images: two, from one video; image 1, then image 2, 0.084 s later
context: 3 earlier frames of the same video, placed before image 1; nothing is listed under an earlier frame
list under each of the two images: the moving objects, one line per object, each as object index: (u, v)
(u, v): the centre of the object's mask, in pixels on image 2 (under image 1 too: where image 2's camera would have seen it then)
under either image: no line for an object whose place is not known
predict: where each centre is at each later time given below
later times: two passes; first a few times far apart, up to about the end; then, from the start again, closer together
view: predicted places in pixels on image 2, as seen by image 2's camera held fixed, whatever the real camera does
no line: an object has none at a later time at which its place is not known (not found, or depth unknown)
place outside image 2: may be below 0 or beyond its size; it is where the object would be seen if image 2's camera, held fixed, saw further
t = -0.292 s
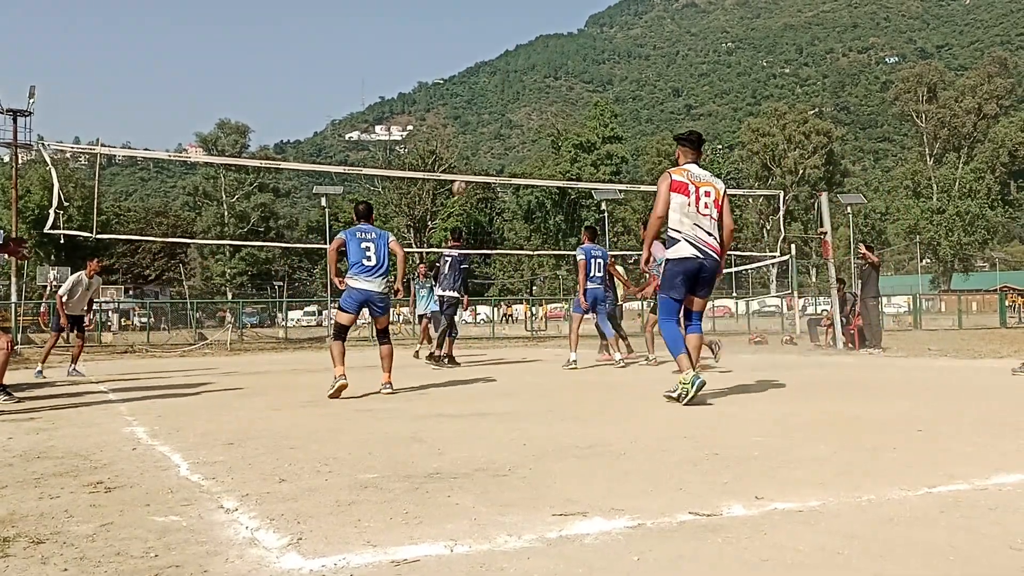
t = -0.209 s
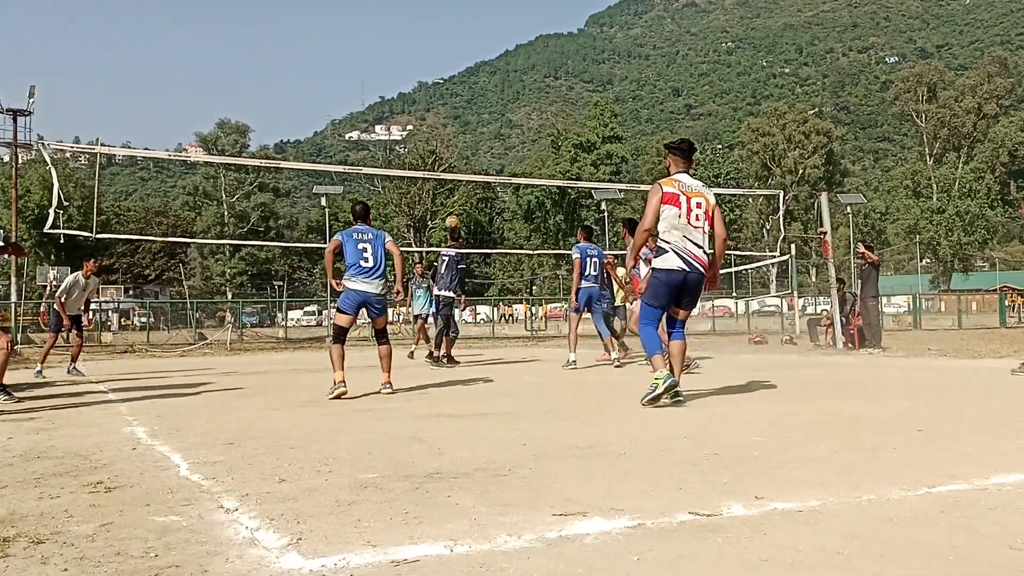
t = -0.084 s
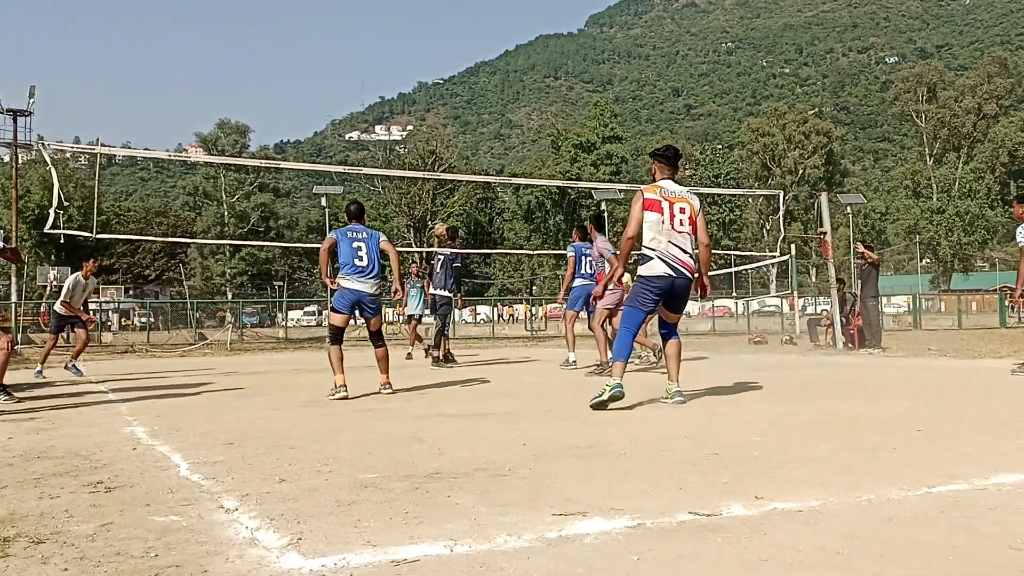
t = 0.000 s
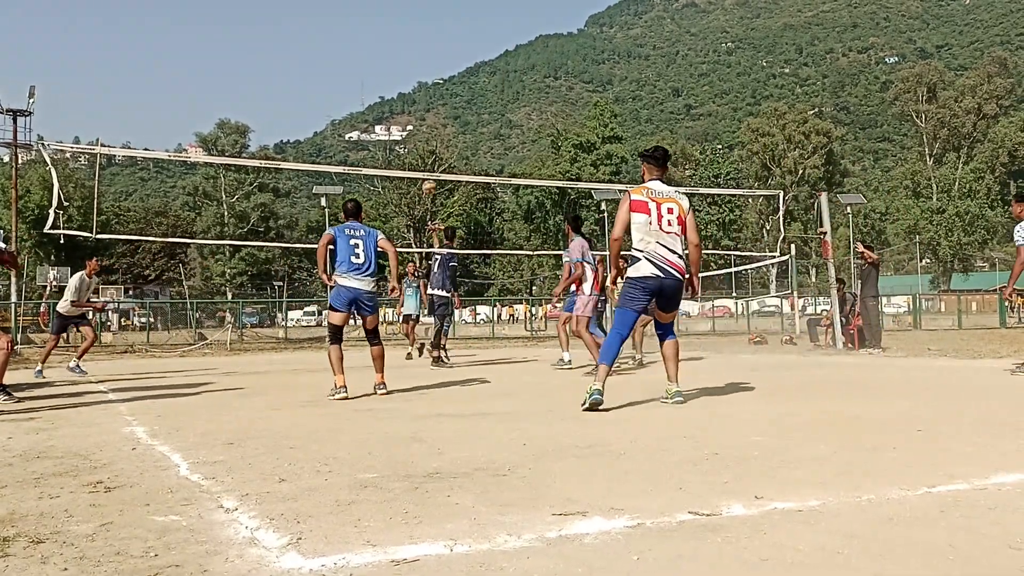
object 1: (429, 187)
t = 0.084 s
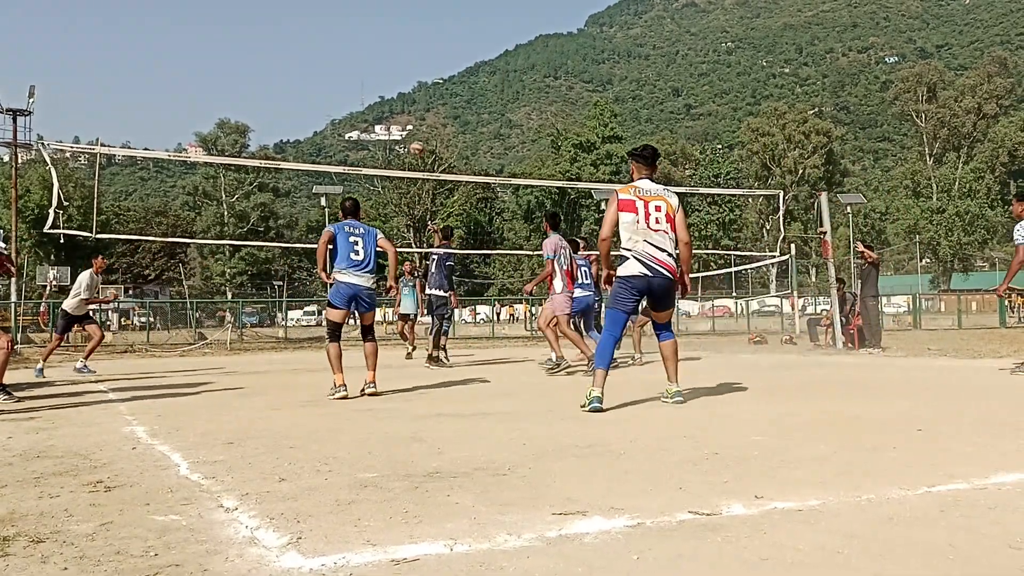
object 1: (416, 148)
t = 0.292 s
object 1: (388, 70)
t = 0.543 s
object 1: (353, 13)
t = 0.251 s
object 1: (394, 83)
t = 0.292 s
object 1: (388, 70)
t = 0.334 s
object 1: (382, 58)
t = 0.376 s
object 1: (376, 46)
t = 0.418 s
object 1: (370, 36)
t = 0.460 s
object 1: (365, 27)
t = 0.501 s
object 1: (359, 19)
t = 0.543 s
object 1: (353, 13)
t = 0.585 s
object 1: (348, 7)
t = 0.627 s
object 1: (342, 4)
